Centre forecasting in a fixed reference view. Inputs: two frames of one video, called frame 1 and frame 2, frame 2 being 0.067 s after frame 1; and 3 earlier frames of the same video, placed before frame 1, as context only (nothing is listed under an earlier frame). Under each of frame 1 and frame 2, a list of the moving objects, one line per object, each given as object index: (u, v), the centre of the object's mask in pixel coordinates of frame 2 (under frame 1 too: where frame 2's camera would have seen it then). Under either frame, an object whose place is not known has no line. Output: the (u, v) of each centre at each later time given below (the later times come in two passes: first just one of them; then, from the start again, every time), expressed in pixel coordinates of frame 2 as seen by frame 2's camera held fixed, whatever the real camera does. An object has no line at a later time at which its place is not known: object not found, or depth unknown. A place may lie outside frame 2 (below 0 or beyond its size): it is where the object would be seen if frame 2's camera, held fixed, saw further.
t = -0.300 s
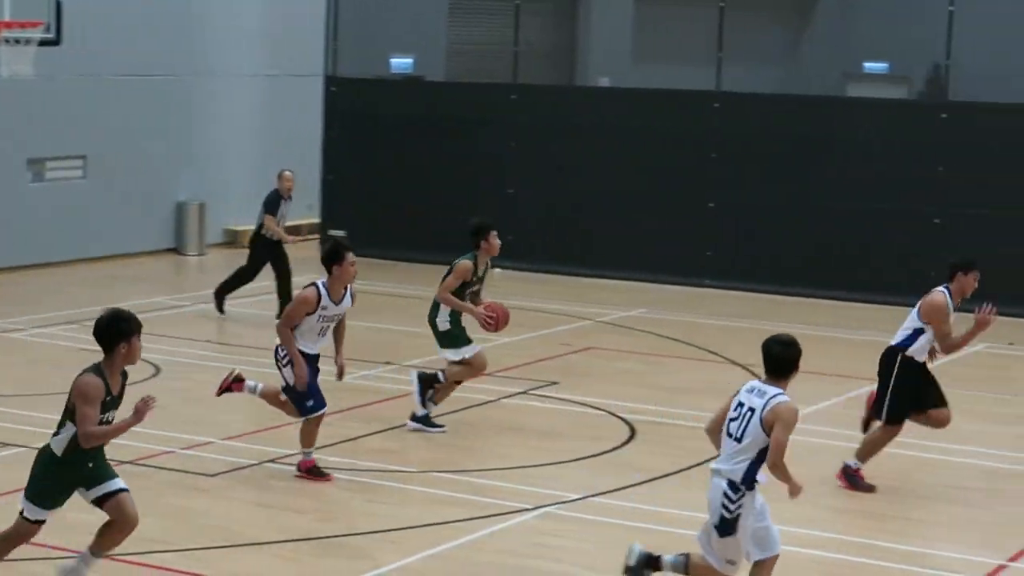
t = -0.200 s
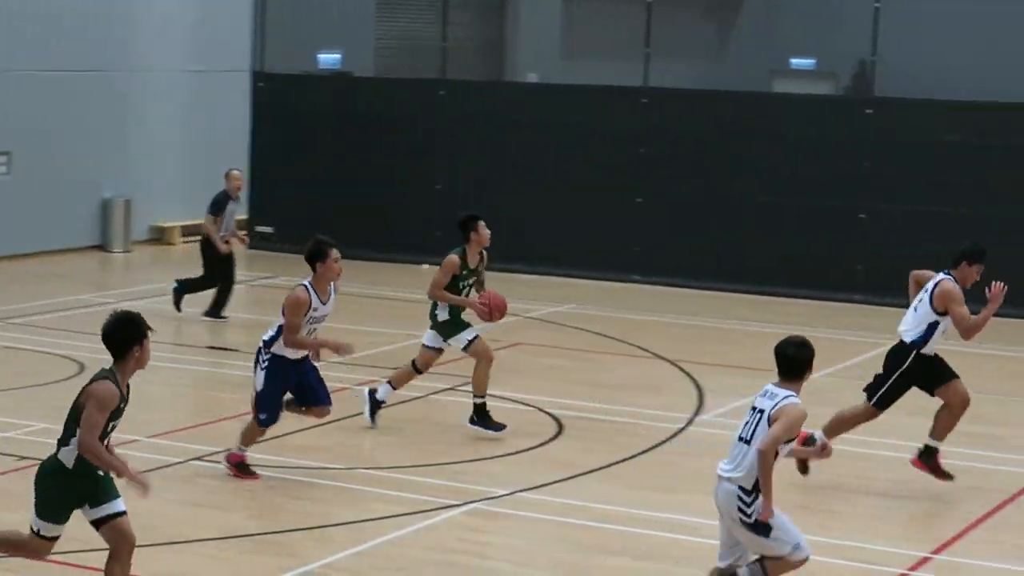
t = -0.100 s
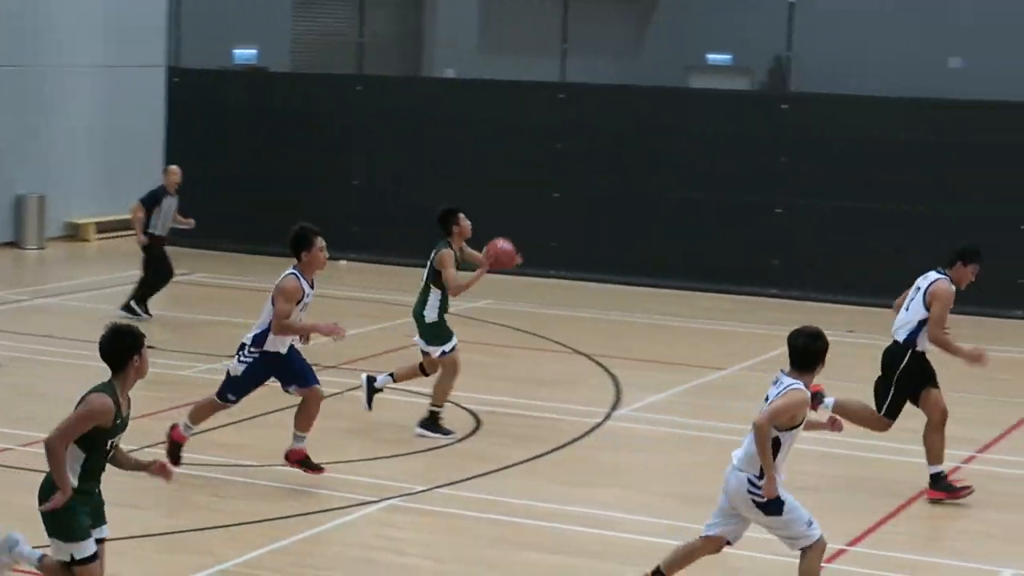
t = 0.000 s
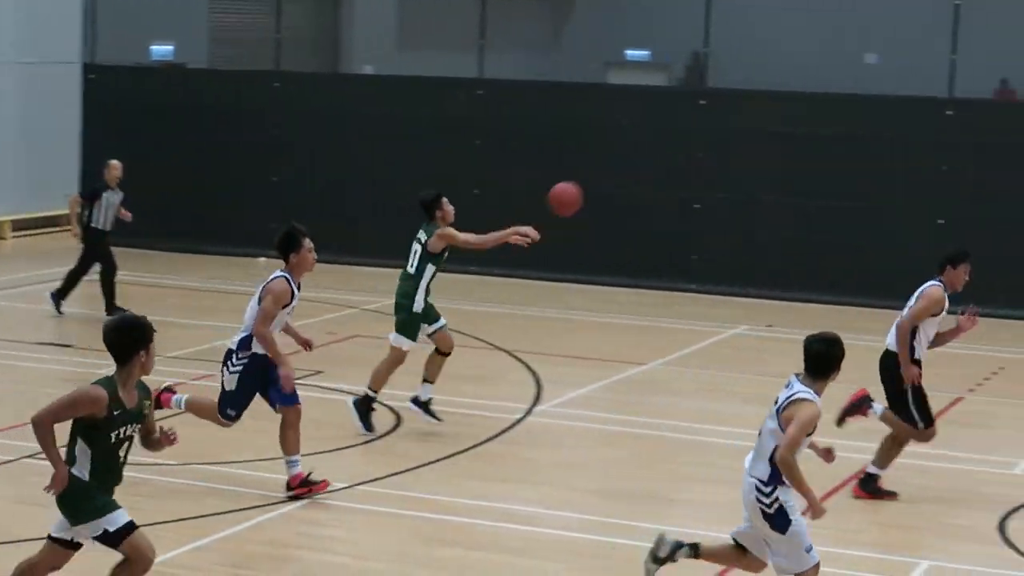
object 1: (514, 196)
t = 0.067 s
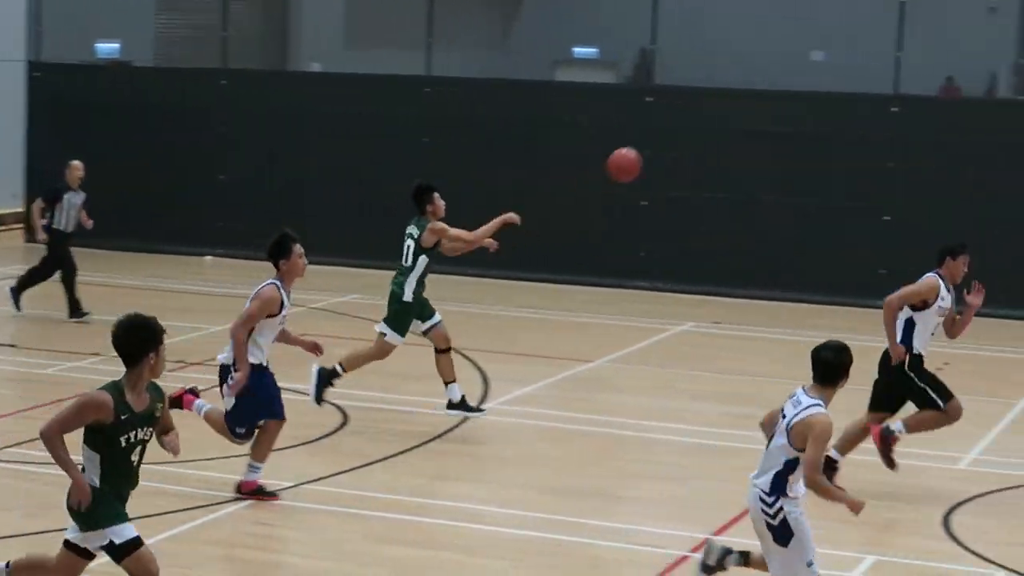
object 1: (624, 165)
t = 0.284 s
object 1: (995, 88)
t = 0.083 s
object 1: (652, 157)
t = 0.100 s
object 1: (680, 151)
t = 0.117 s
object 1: (708, 144)
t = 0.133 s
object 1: (736, 137)
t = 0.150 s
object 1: (765, 131)
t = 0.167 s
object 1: (794, 125)
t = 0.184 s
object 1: (822, 119)
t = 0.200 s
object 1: (851, 113)
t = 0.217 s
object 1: (879, 108)
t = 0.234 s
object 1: (908, 102)
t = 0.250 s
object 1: (937, 97)
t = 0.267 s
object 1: (966, 92)
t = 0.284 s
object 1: (995, 88)
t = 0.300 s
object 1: (1024, 83)
